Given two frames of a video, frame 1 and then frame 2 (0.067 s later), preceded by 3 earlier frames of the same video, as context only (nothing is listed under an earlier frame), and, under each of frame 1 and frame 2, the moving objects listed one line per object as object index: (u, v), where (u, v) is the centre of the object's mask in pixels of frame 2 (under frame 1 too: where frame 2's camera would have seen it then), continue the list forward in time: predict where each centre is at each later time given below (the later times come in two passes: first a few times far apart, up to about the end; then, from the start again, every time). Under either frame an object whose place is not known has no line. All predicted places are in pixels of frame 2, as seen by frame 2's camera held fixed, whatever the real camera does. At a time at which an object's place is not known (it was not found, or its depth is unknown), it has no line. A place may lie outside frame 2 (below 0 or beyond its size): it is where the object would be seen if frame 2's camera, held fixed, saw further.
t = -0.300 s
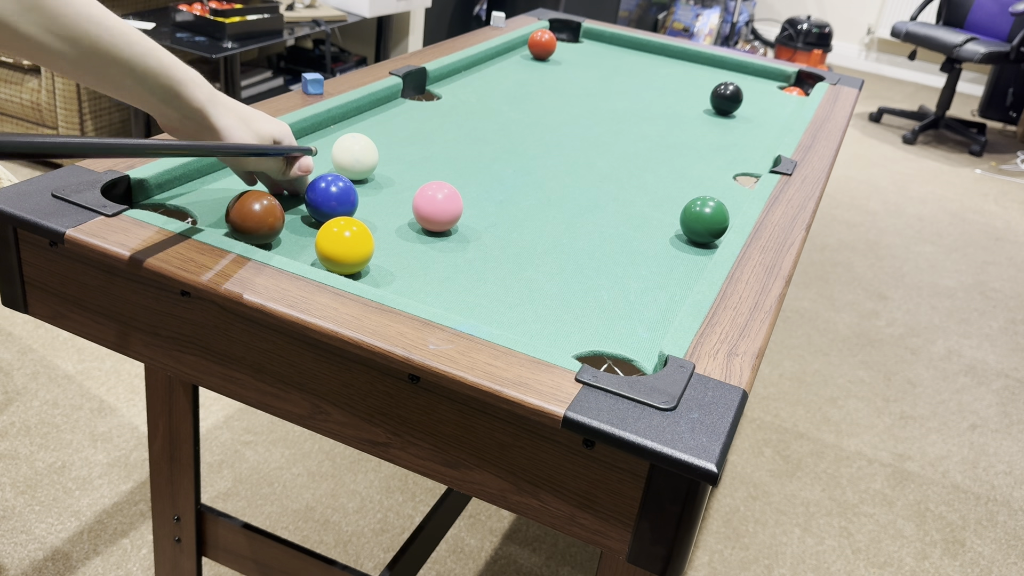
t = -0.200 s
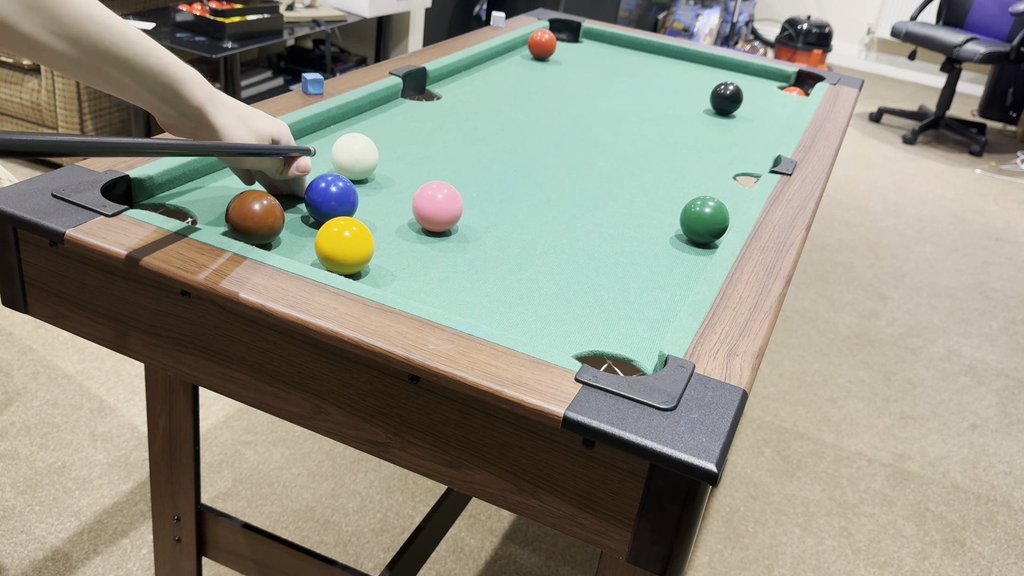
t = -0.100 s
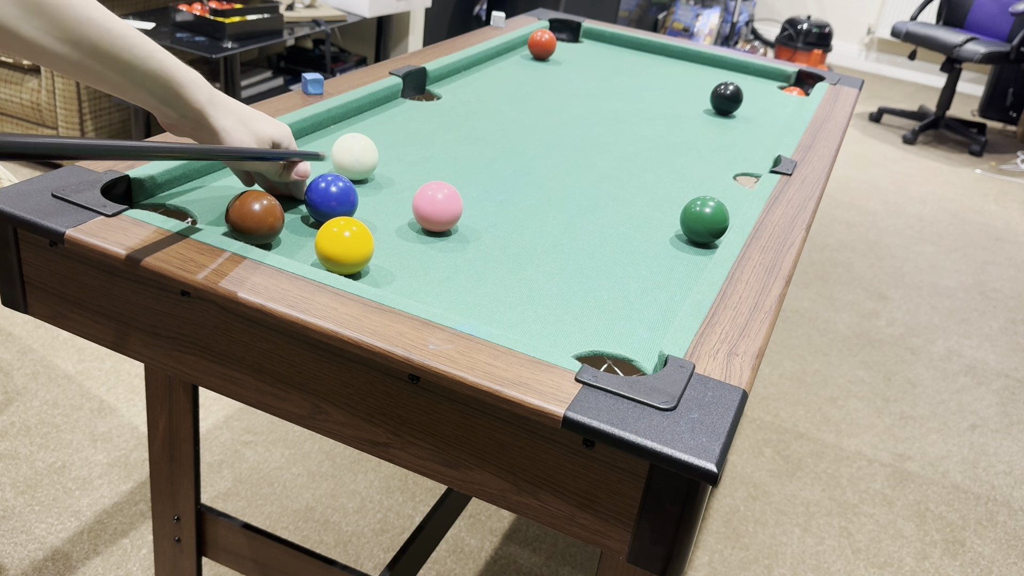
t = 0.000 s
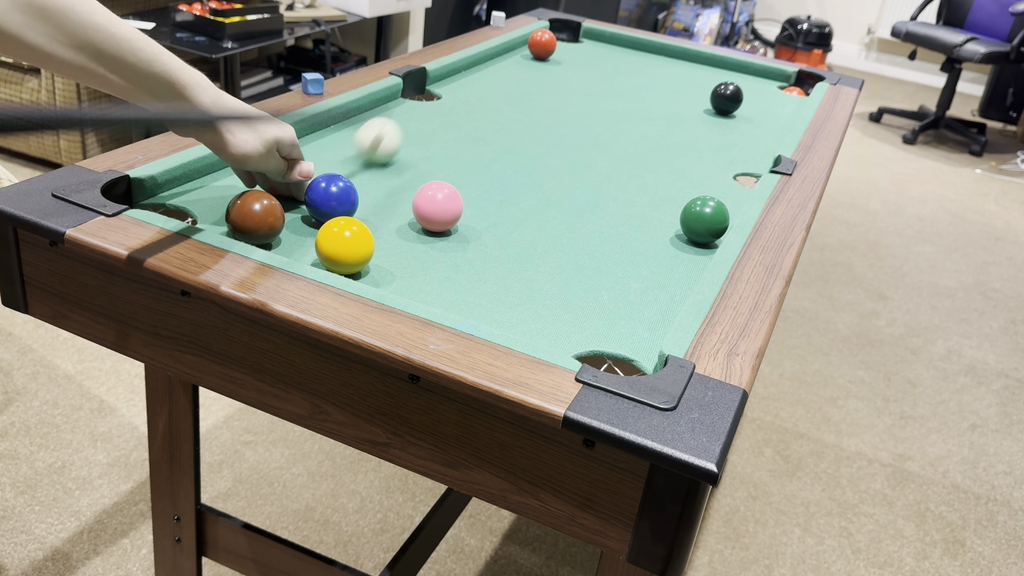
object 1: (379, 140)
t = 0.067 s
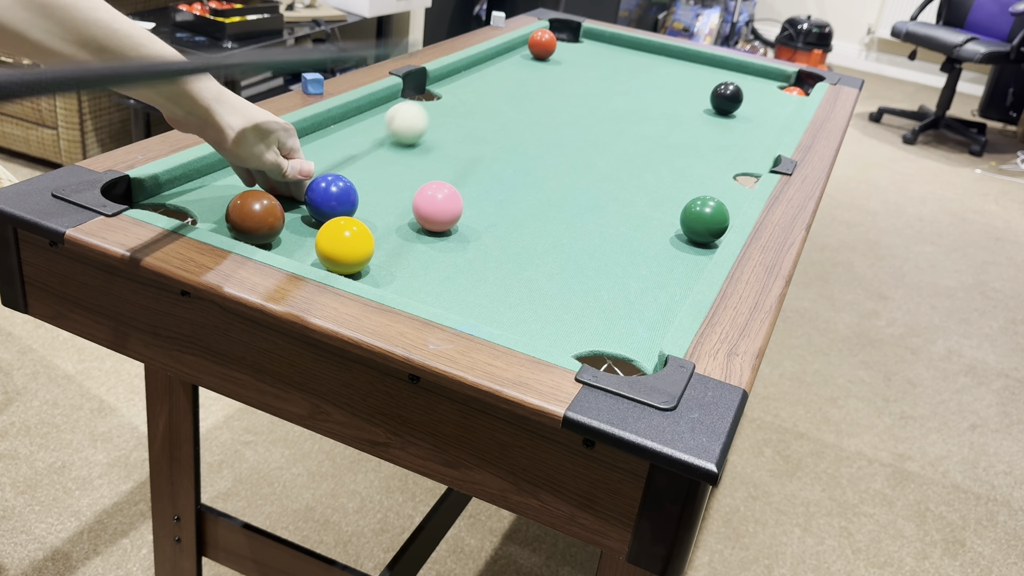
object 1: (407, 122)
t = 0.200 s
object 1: (451, 95)
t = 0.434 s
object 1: (510, 60)
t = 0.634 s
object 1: (531, 46)
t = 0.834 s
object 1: (536, 40)
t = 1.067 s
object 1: (543, 34)
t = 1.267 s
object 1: (553, 32)
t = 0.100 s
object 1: (419, 115)
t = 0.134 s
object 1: (431, 108)
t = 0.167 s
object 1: (441, 101)
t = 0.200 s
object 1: (451, 95)
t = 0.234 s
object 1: (461, 89)
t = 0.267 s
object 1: (470, 84)
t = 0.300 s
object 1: (479, 79)
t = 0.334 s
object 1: (487, 74)
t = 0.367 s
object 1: (495, 69)
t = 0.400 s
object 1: (503, 65)
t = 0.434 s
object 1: (510, 60)
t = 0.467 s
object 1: (517, 56)
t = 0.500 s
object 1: (524, 52)
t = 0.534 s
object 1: (530, 49)
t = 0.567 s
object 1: (530, 48)
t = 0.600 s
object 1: (530, 47)
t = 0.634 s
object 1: (531, 46)
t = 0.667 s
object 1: (531, 45)
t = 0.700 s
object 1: (532, 44)
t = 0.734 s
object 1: (533, 43)
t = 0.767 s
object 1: (534, 42)
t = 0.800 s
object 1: (535, 41)
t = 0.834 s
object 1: (536, 40)
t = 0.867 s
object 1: (537, 39)
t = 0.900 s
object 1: (538, 38)
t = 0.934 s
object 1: (539, 37)
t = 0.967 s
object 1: (539, 36)
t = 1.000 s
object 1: (540, 36)
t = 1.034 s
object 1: (541, 35)
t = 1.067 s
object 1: (543, 34)
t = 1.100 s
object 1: (545, 34)
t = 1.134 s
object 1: (546, 33)
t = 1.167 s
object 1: (548, 33)
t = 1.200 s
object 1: (550, 32)
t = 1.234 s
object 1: (552, 32)
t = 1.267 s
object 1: (553, 32)
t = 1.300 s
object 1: (555, 31)
